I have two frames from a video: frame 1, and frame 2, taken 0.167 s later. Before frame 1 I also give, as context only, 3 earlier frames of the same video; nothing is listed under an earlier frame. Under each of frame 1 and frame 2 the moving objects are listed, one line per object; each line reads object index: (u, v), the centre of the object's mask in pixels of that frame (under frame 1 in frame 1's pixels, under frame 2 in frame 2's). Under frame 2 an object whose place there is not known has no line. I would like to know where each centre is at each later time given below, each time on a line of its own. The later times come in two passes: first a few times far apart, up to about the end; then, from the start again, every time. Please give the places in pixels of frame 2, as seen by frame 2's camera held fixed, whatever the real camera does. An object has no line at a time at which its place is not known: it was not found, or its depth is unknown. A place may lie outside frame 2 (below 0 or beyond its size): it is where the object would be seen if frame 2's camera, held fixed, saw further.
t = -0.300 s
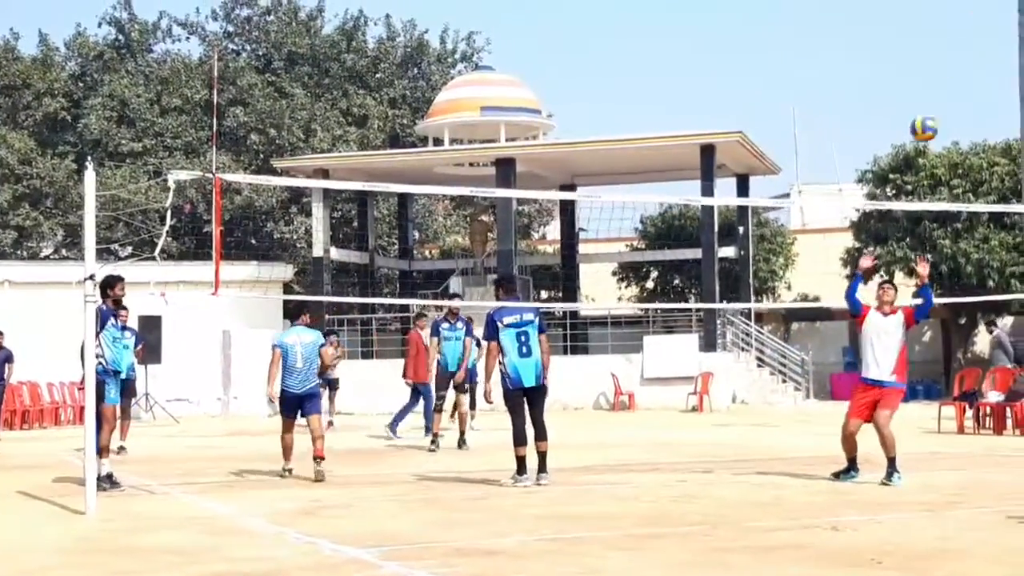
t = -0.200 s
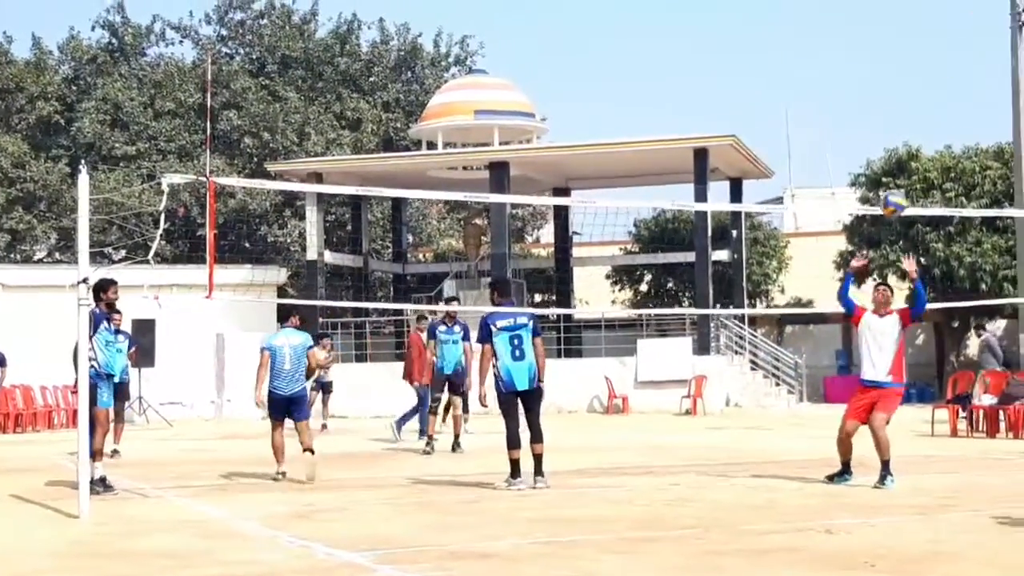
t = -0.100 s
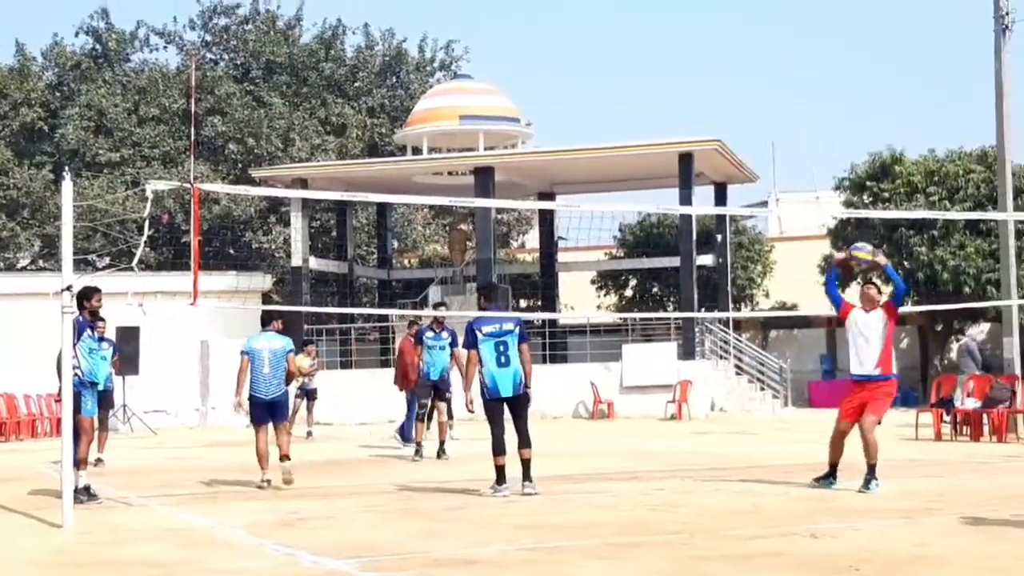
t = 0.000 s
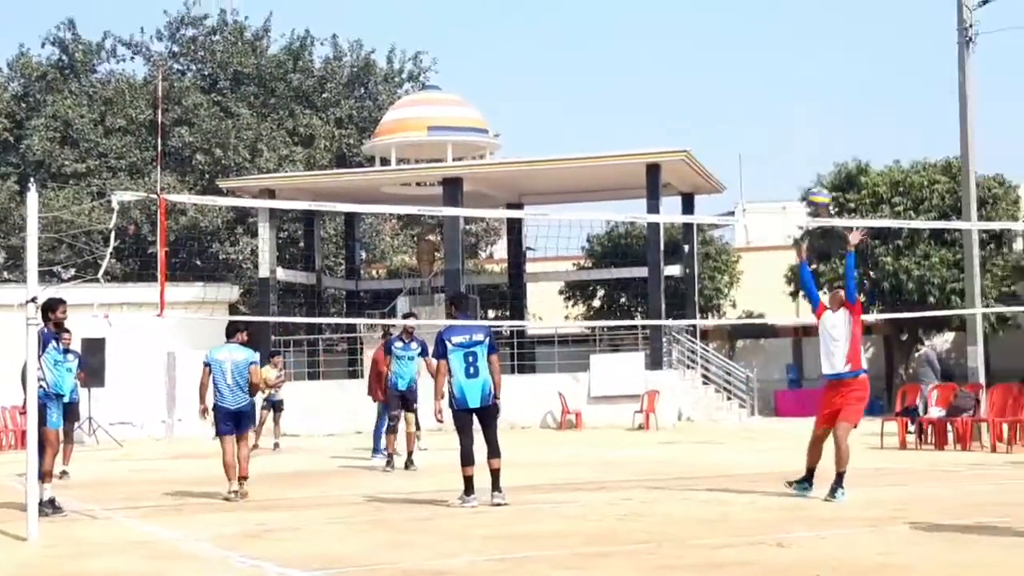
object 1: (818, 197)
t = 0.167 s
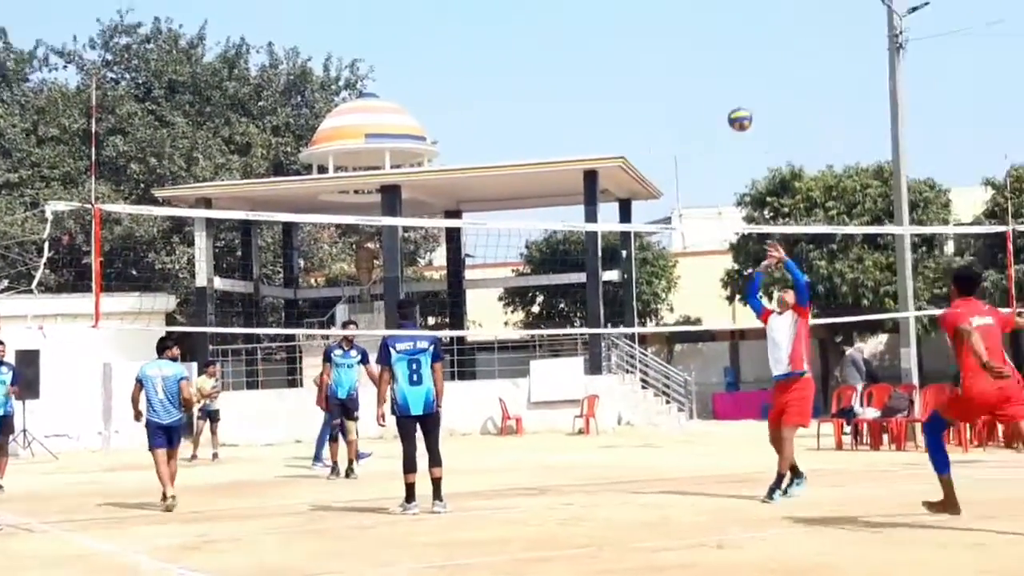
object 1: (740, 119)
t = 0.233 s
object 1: (734, 94)
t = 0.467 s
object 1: (717, 46)
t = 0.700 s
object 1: (703, 61)
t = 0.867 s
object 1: (693, 111)
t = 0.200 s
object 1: (737, 106)
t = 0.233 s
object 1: (734, 94)
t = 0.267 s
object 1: (732, 83)
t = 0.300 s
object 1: (729, 73)
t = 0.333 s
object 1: (727, 65)
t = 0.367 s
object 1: (724, 59)
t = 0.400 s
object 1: (721, 54)
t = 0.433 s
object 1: (719, 50)
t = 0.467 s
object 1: (717, 46)
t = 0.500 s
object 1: (715, 44)
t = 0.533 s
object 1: (713, 44)
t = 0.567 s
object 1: (710, 45)
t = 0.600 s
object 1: (709, 48)
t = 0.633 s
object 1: (707, 51)
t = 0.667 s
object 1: (705, 56)
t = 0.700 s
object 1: (703, 61)
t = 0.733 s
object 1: (701, 69)
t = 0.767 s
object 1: (699, 78)
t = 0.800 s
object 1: (697, 88)
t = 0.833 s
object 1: (696, 98)
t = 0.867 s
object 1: (693, 111)
